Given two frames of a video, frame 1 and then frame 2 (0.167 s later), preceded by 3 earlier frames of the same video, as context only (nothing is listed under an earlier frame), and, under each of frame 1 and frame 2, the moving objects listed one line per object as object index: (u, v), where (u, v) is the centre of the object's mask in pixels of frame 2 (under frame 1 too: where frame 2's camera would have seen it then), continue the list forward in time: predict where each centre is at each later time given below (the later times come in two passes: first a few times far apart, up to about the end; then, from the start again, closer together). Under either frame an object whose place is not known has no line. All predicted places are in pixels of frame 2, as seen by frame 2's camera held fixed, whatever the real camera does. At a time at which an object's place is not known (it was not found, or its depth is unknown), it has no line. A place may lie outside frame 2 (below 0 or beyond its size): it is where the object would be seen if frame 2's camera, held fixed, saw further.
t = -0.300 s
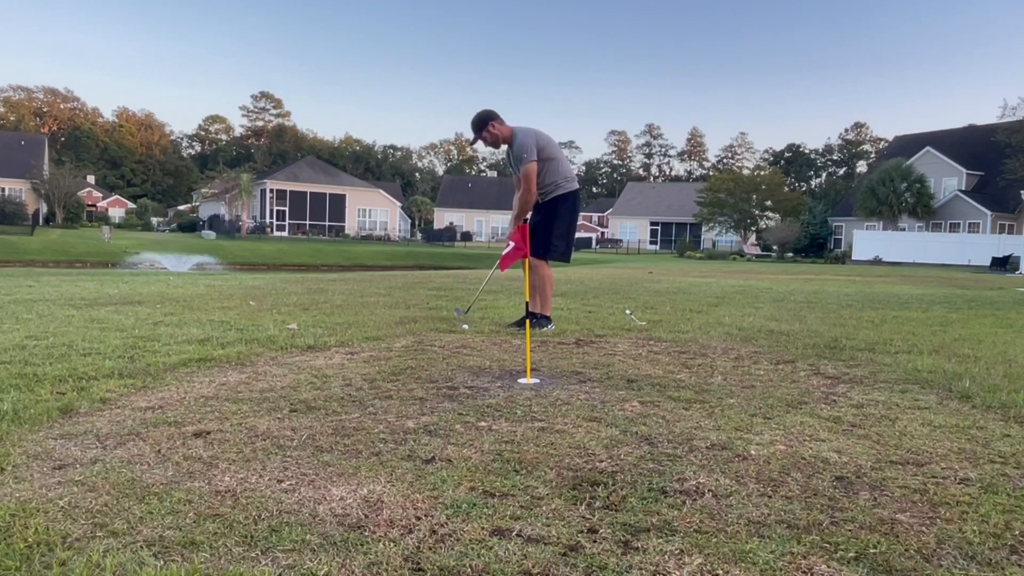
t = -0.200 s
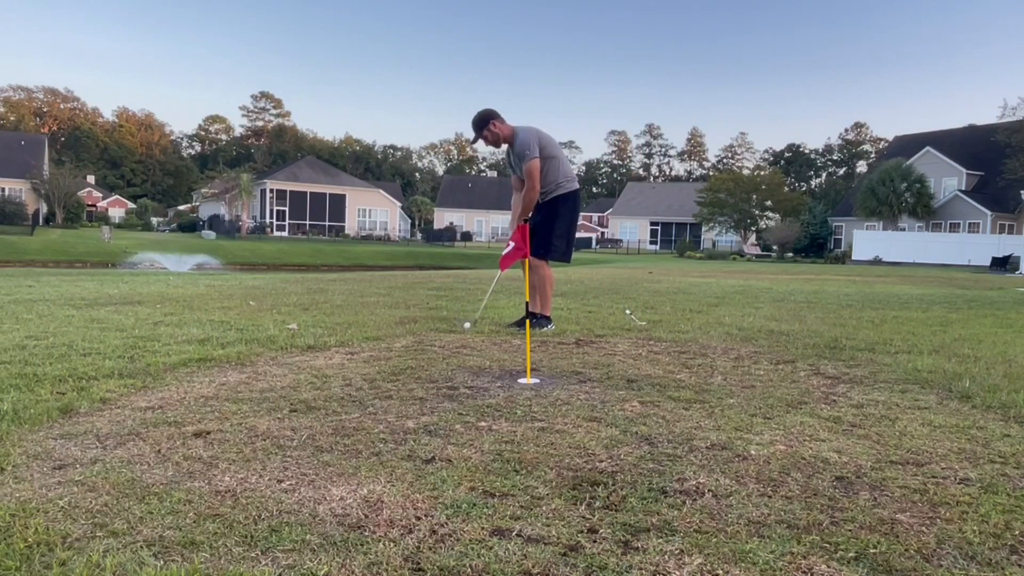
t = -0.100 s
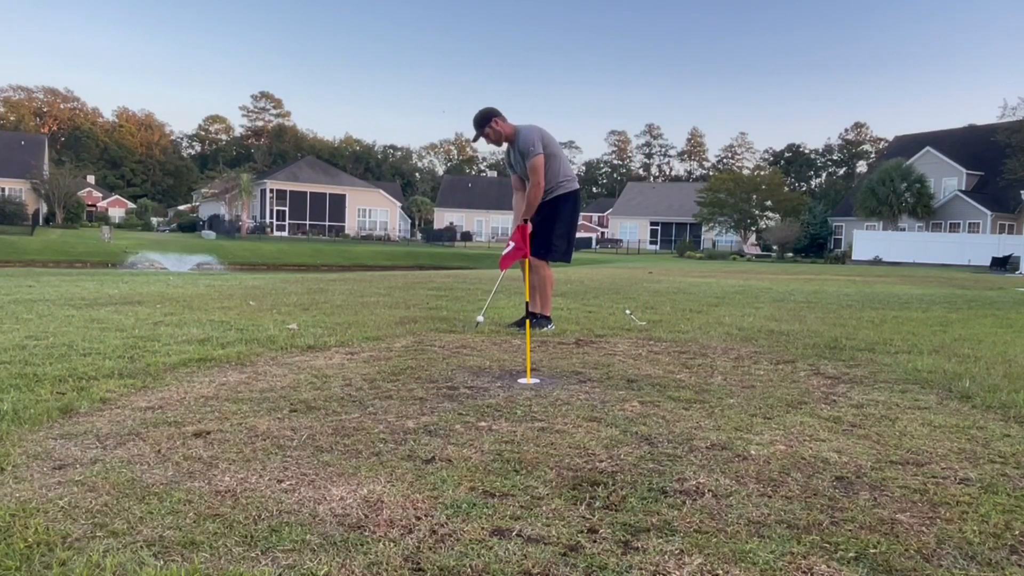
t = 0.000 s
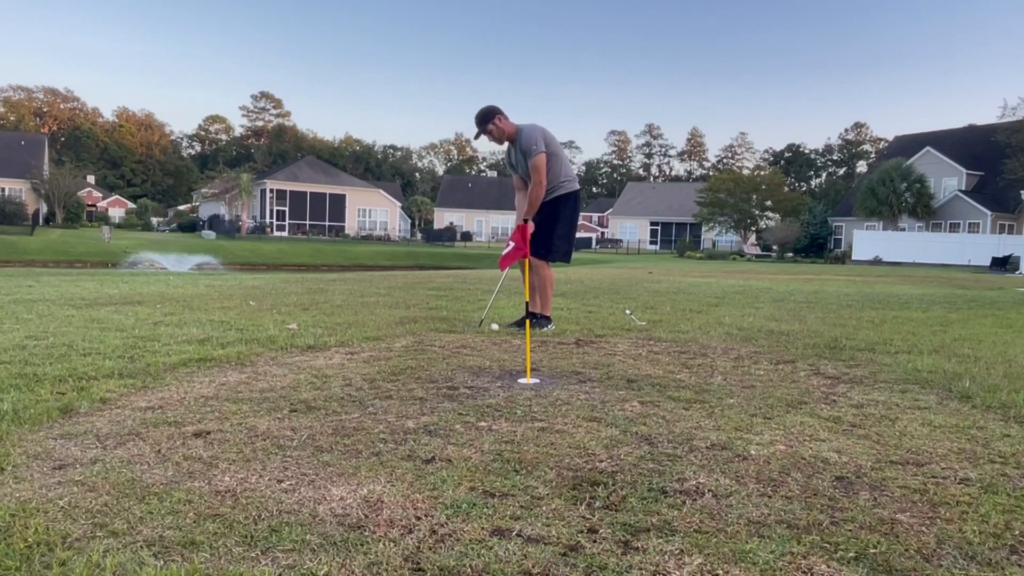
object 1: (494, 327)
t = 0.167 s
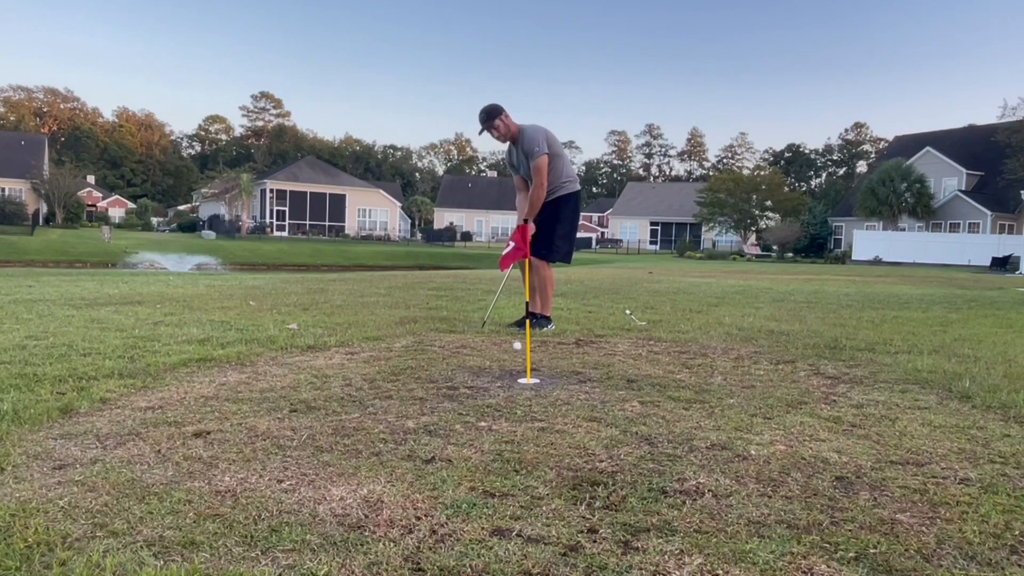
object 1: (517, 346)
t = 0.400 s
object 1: (543, 366)
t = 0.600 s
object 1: (566, 381)
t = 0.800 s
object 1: (590, 393)
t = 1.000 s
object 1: (610, 404)
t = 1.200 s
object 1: (614, 424)
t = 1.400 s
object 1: (603, 429)
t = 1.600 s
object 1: (595, 435)
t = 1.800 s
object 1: (593, 436)
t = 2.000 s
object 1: (595, 436)
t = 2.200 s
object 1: (595, 436)
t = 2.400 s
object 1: (595, 436)
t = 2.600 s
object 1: (595, 436)
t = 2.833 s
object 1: (595, 436)
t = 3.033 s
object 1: (595, 436)
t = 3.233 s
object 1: (595, 436)
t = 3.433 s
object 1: (595, 436)
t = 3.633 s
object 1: (595, 436)
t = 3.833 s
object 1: (595, 436)
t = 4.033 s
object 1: (595, 436)
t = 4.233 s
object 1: (595, 436)
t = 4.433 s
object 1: (595, 436)
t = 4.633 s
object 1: (595, 436)
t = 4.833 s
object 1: (595, 436)
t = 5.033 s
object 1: (595, 436)
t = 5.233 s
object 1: (595, 436)
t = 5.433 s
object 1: (595, 436)
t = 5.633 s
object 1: (595, 436)
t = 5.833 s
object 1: (595, 436)
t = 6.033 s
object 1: (595, 436)
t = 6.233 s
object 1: (595, 436)
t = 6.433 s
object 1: (595, 436)
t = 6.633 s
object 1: (595, 436)
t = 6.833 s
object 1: (595, 436)
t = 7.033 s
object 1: (595, 436)
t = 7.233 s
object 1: (595, 436)
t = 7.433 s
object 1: (595, 436)
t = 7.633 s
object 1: (595, 436)
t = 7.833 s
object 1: (595, 436)
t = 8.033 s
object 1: (595, 436)
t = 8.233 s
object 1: (595, 436)
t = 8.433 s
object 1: (595, 436)
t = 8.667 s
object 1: (595, 436)
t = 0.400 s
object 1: (543, 366)
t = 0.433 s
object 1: (546, 369)
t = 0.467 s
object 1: (550, 371)
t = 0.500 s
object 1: (554, 373)
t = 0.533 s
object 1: (558, 376)
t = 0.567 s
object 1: (562, 377)
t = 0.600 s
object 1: (566, 381)
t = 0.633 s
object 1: (570, 381)
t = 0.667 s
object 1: (574, 381)
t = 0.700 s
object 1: (577, 382)
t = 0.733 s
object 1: (581, 387)
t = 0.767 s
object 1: (585, 392)
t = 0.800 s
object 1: (590, 393)
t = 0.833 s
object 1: (595, 397)
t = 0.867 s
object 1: (600, 399)
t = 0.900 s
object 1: (605, 402)
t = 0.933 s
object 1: (608, 403)
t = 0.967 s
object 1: (609, 402)
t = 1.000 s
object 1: (610, 404)
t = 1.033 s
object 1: (611, 409)
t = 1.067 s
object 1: (612, 412)
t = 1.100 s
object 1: (613, 413)
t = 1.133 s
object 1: (614, 416)
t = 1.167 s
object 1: (614, 421)
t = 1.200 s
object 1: (614, 424)
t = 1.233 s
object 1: (612, 424)
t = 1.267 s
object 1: (611, 426)
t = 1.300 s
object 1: (609, 427)
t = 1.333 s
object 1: (607, 428)
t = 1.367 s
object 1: (605, 428)
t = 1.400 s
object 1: (603, 429)
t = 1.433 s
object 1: (601, 430)
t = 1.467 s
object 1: (600, 433)
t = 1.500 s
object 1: (598, 433)
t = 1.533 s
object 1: (597, 433)
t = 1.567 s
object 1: (596, 435)
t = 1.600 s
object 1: (595, 435)
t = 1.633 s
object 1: (594, 436)
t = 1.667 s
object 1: (593, 436)
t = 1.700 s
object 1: (593, 436)
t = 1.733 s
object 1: (593, 436)
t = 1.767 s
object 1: (593, 436)
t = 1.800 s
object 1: (593, 436)
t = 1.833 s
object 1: (593, 436)
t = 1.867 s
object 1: (594, 436)
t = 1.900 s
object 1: (594, 436)
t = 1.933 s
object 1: (594, 436)
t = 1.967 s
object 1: (594, 436)
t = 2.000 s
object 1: (595, 436)
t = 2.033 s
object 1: (595, 436)
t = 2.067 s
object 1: (595, 436)
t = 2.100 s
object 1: (595, 436)
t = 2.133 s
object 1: (595, 436)
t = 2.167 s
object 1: (595, 436)
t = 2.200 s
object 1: (595, 436)
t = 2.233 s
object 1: (595, 436)
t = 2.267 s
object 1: (595, 436)
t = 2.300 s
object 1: (595, 436)
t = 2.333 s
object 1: (595, 436)
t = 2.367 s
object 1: (595, 436)
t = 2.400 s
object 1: (595, 436)
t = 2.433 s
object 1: (595, 436)
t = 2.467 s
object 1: (595, 436)
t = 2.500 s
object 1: (595, 436)
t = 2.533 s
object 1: (595, 436)
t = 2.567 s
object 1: (595, 436)
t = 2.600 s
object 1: (595, 436)
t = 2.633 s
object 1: (595, 436)
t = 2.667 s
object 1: (595, 436)
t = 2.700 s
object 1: (595, 436)
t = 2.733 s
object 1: (595, 436)
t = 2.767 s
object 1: (595, 436)
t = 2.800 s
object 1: (595, 436)
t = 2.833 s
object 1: (595, 436)
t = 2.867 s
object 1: (595, 436)
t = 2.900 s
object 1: (595, 436)
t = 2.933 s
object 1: (595, 436)
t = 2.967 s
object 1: (595, 436)
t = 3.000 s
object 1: (595, 436)
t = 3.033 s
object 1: (595, 436)
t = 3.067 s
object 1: (595, 436)
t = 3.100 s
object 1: (595, 436)
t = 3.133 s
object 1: (595, 436)
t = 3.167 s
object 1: (595, 436)
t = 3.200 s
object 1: (595, 436)
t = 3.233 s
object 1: (595, 436)
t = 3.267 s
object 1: (595, 436)
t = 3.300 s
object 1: (595, 436)
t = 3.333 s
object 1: (595, 436)
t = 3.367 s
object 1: (595, 436)
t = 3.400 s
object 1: (595, 436)
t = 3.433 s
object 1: (595, 436)
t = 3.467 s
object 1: (595, 436)
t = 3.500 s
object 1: (595, 436)
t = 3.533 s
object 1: (595, 436)
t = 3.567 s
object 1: (595, 436)
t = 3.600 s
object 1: (595, 436)
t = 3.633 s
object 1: (595, 436)
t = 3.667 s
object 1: (595, 436)
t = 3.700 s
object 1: (595, 436)
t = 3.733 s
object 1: (595, 436)
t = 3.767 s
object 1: (595, 436)
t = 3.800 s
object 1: (595, 436)
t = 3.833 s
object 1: (595, 436)
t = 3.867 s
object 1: (595, 436)
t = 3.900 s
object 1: (595, 436)
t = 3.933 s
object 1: (595, 436)
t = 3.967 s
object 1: (595, 436)
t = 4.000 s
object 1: (595, 436)
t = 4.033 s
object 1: (595, 436)
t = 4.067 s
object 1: (595, 436)
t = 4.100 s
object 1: (595, 436)
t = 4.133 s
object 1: (595, 436)
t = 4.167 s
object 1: (595, 436)
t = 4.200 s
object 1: (595, 436)
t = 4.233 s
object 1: (595, 436)
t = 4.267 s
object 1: (595, 436)
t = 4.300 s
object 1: (595, 436)
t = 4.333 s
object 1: (595, 436)
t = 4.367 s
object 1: (595, 436)
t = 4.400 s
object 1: (595, 436)
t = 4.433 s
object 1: (595, 436)
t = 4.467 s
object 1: (595, 436)
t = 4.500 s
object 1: (595, 436)
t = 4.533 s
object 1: (595, 436)
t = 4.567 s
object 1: (595, 436)
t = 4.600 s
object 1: (595, 436)
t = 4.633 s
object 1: (595, 436)
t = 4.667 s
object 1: (595, 436)
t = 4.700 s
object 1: (595, 436)
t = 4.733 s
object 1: (595, 436)
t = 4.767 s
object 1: (595, 436)
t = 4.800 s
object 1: (595, 436)
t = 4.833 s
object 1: (595, 436)
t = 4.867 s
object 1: (595, 436)
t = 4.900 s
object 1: (595, 436)
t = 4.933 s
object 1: (595, 436)
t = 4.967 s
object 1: (595, 436)
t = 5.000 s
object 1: (595, 436)
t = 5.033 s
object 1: (595, 436)
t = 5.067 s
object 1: (595, 436)
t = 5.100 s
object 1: (595, 436)
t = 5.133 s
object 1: (595, 436)
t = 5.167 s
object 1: (595, 436)
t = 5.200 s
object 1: (595, 436)
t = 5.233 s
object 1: (595, 436)
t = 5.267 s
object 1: (595, 436)
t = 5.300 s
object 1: (595, 436)
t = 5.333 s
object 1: (595, 436)
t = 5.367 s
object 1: (595, 436)
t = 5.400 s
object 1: (595, 436)
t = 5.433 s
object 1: (595, 436)
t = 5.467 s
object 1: (595, 436)
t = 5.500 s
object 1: (595, 436)
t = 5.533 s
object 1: (595, 436)
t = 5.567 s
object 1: (595, 436)
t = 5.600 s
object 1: (595, 436)
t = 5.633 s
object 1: (595, 436)
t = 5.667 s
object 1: (595, 436)
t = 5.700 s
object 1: (595, 436)
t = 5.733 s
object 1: (595, 436)
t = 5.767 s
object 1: (595, 436)
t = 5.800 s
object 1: (595, 436)
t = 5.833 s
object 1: (595, 436)
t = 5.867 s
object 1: (595, 436)
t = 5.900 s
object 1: (595, 436)
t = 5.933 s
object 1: (595, 436)
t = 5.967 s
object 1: (595, 436)
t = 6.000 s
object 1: (595, 436)
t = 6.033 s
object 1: (595, 436)
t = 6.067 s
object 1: (595, 436)
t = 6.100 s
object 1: (595, 436)
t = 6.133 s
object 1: (595, 436)
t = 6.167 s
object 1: (595, 436)
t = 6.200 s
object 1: (595, 436)
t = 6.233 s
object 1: (595, 436)
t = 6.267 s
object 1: (595, 436)
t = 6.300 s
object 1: (595, 436)
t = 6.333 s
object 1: (595, 436)
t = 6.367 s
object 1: (595, 436)
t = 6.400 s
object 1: (595, 436)
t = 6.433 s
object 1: (595, 436)
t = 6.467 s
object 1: (595, 436)
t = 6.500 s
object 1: (595, 436)
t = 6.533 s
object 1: (595, 436)
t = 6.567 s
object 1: (595, 436)
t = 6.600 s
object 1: (595, 436)
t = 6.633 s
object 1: (595, 436)
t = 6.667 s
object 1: (595, 436)
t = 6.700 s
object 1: (595, 436)
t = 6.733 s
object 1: (595, 436)
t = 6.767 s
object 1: (595, 436)
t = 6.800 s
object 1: (595, 436)
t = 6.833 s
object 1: (595, 436)
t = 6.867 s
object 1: (595, 436)
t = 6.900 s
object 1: (595, 436)
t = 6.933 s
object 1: (595, 436)
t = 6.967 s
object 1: (595, 436)
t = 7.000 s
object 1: (595, 436)
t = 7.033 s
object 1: (595, 436)
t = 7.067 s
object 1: (595, 436)
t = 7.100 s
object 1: (595, 436)
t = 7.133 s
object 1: (595, 436)
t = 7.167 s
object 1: (595, 436)
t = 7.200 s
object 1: (595, 436)
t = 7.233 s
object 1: (595, 436)
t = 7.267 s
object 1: (595, 436)
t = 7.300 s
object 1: (595, 436)
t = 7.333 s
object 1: (595, 436)
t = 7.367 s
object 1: (595, 436)
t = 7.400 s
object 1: (595, 436)
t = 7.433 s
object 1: (595, 436)
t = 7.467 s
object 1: (595, 436)
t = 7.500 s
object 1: (595, 436)
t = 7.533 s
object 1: (595, 436)
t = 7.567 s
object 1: (595, 436)
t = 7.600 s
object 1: (595, 436)
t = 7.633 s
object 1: (595, 436)
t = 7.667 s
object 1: (595, 436)
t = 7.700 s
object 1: (595, 436)
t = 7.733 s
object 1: (595, 436)
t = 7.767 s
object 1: (595, 436)
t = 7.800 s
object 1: (595, 436)
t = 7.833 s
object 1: (595, 436)
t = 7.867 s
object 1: (595, 436)
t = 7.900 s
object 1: (595, 436)
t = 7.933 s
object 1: (595, 436)
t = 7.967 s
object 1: (595, 436)
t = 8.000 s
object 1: (595, 436)
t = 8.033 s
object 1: (595, 436)
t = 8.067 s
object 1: (595, 436)
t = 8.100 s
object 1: (595, 436)
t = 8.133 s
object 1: (595, 436)
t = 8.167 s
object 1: (595, 436)
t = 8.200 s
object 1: (595, 436)
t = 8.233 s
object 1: (595, 436)
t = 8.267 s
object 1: (595, 436)
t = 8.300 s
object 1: (595, 436)
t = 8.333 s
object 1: (595, 436)
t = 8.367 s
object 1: (595, 436)
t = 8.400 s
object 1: (595, 436)
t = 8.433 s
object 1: (595, 436)
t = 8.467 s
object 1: (595, 436)
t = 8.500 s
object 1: (595, 436)
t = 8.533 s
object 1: (595, 436)
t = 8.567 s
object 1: (595, 436)
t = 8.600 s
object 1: (595, 436)
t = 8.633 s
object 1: (595, 436)
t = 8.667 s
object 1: (595, 436)
